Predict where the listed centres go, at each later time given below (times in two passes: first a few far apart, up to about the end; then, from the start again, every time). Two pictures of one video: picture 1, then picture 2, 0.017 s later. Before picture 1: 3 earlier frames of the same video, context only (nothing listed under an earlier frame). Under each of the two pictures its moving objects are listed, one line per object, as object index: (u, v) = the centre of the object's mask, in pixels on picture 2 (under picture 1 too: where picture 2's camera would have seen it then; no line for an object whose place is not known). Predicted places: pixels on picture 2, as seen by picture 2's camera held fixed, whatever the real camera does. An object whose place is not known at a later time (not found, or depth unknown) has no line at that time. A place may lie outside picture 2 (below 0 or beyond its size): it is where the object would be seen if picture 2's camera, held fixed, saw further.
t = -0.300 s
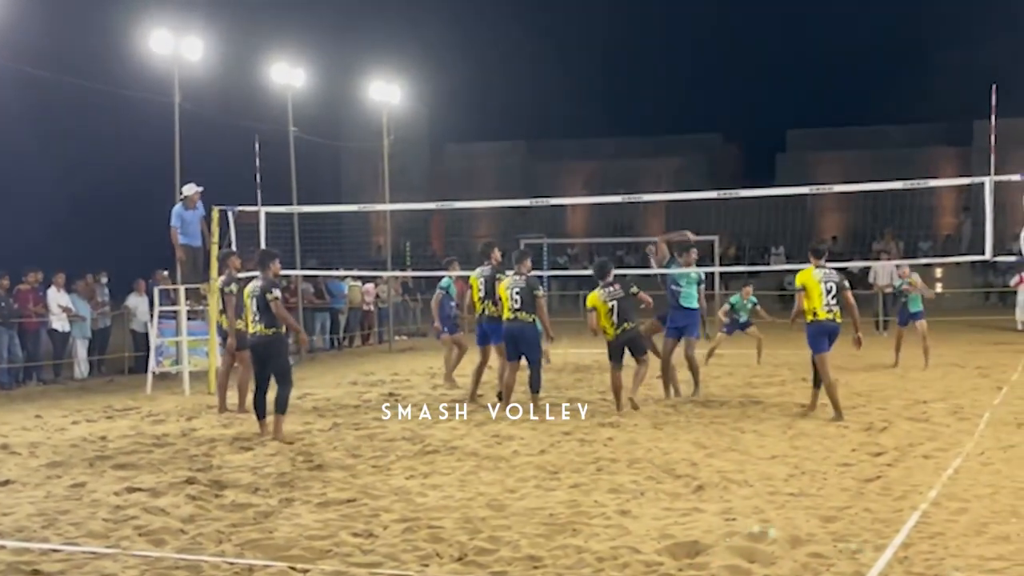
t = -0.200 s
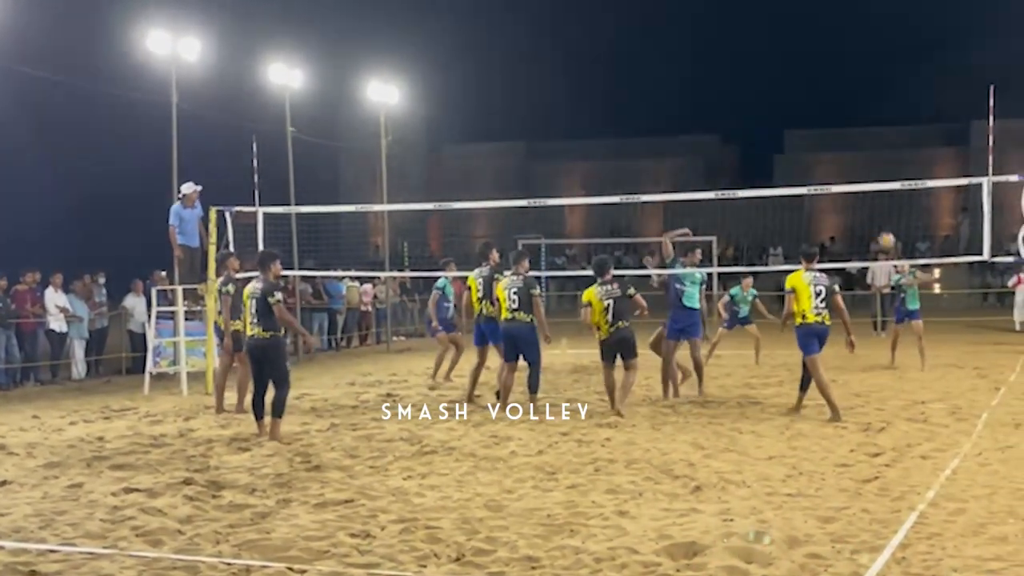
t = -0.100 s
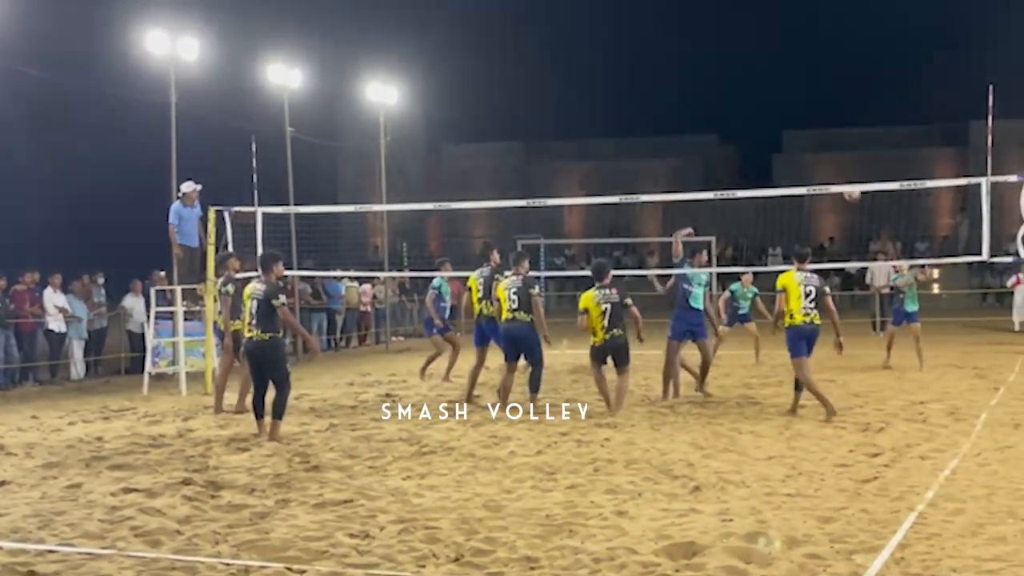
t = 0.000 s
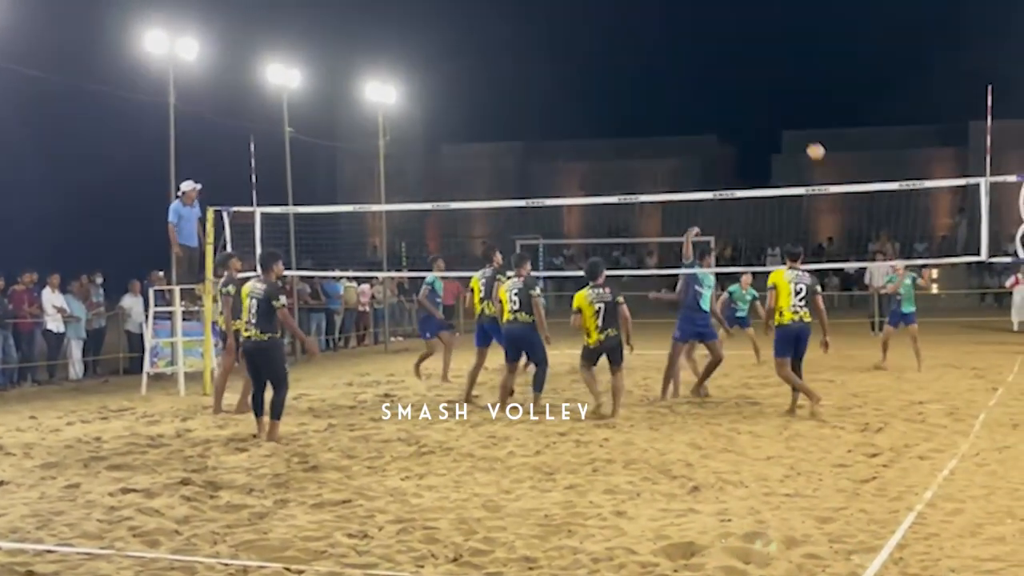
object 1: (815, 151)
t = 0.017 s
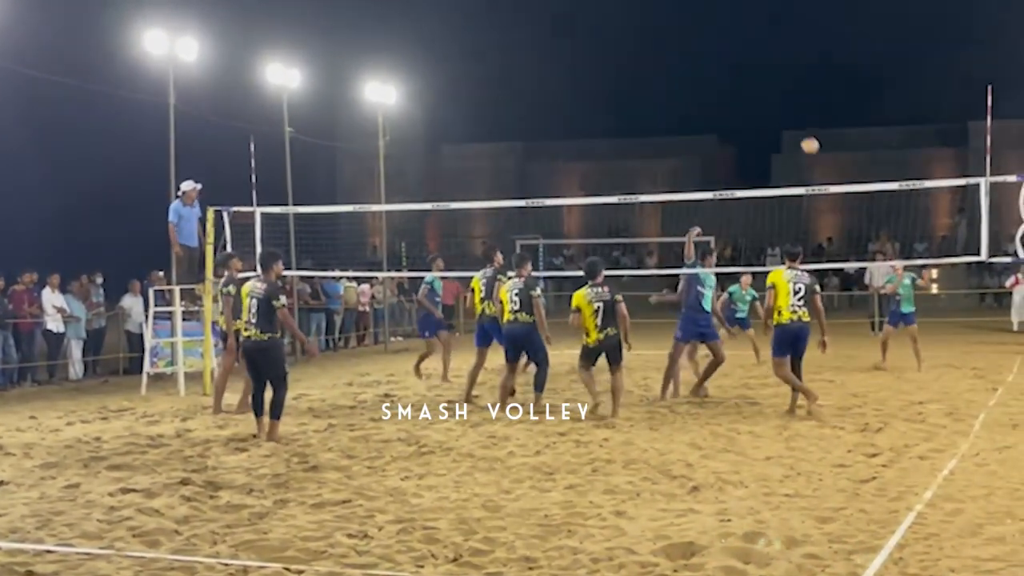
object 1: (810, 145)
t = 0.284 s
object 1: (717, 74)
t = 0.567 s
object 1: (619, 53)
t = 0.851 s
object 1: (523, 91)
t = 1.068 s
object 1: (452, 160)
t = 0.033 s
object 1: (803, 140)
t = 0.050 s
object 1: (798, 133)
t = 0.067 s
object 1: (792, 129)
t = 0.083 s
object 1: (786, 123)
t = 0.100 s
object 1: (781, 118)
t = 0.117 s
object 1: (775, 113)
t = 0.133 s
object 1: (769, 108)
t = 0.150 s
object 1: (763, 103)
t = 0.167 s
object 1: (758, 99)
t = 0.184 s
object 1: (751, 94)
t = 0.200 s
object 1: (746, 90)
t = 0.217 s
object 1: (740, 87)
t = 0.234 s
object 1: (734, 83)
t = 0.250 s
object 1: (728, 80)
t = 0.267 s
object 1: (723, 77)
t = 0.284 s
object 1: (717, 74)
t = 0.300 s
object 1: (711, 70)
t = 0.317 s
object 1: (706, 68)
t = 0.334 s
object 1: (700, 65)
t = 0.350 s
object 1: (694, 63)
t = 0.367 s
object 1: (688, 61)
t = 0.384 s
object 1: (682, 59)
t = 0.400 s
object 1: (676, 58)
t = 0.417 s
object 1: (671, 56)
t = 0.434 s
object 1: (665, 55)
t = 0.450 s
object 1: (659, 54)
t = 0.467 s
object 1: (654, 54)
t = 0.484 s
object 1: (648, 53)
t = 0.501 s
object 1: (642, 52)
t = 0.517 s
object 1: (636, 52)
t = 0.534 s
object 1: (630, 52)
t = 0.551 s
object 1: (625, 52)
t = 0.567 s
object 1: (619, 53)
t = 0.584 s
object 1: (613, 53)
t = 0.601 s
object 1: (607, 54)
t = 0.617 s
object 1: (602, 55)
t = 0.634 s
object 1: (596, 57)
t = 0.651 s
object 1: (591, 58)
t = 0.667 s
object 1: (585, 60)
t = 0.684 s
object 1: (579, 62)
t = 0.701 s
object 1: (574, 63)
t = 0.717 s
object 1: (568, 66)
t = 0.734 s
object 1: (562, 68)
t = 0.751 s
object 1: (556, 71)
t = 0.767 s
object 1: (550, 74)
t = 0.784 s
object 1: (545, 77)
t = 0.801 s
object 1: (539, 80)
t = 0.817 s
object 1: (534, 84)
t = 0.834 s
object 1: (528, 87)
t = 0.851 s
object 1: (523, 91)
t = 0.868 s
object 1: (517, 96)
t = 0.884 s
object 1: (511, 100)
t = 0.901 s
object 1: (506, 104)
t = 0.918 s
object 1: (501, 109)
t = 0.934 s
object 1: (495, 114)
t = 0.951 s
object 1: (490, 119)
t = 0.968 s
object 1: (484, 124)
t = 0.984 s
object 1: (478, 130)
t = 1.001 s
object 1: (473, 134)
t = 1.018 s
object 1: (468, 141)
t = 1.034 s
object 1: (462, 147)
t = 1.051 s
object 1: (458, 153)
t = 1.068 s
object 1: (452, 160)
